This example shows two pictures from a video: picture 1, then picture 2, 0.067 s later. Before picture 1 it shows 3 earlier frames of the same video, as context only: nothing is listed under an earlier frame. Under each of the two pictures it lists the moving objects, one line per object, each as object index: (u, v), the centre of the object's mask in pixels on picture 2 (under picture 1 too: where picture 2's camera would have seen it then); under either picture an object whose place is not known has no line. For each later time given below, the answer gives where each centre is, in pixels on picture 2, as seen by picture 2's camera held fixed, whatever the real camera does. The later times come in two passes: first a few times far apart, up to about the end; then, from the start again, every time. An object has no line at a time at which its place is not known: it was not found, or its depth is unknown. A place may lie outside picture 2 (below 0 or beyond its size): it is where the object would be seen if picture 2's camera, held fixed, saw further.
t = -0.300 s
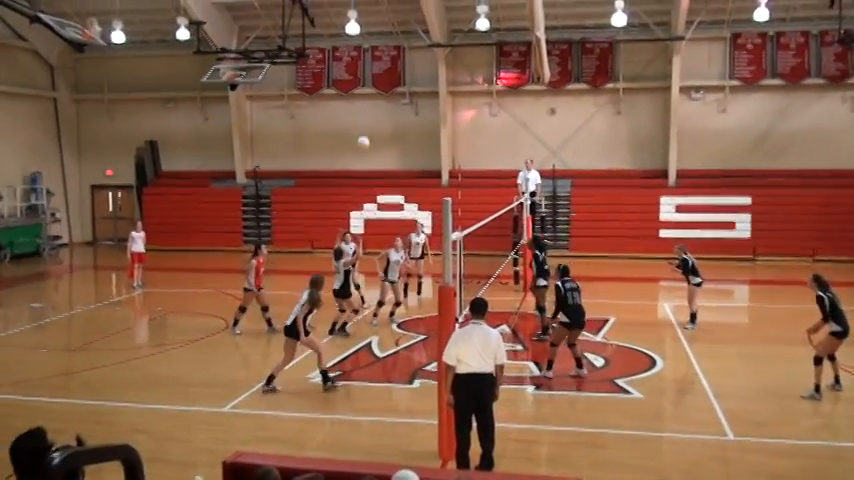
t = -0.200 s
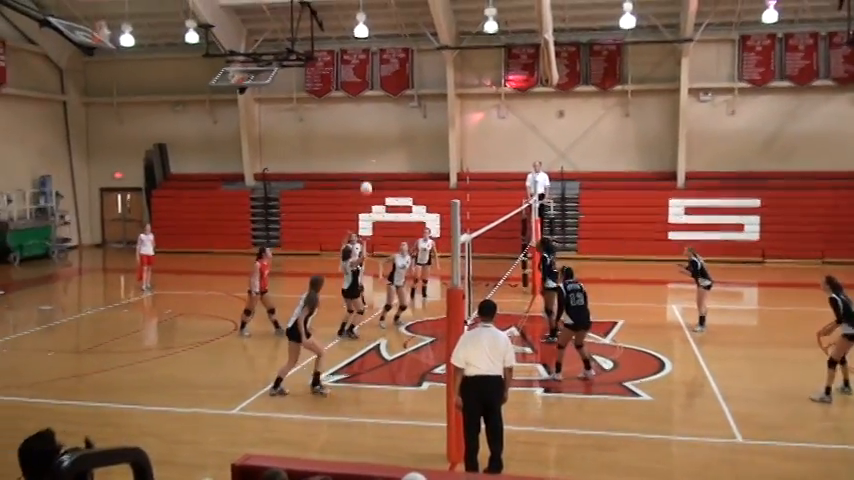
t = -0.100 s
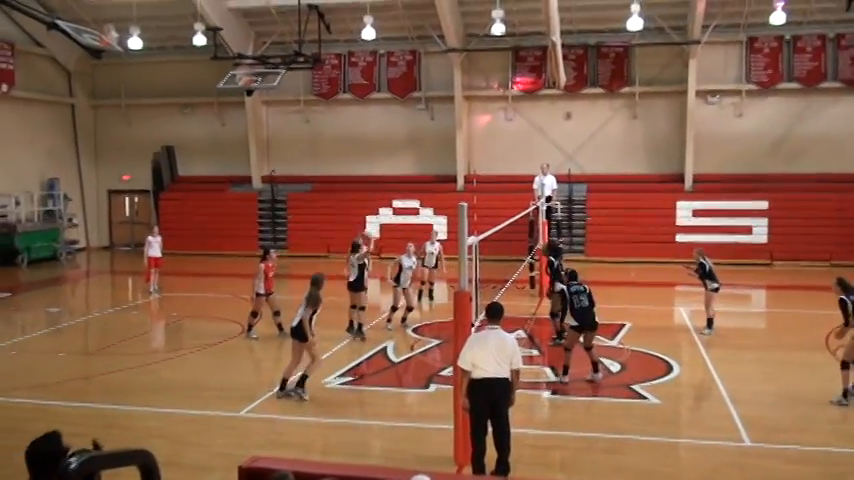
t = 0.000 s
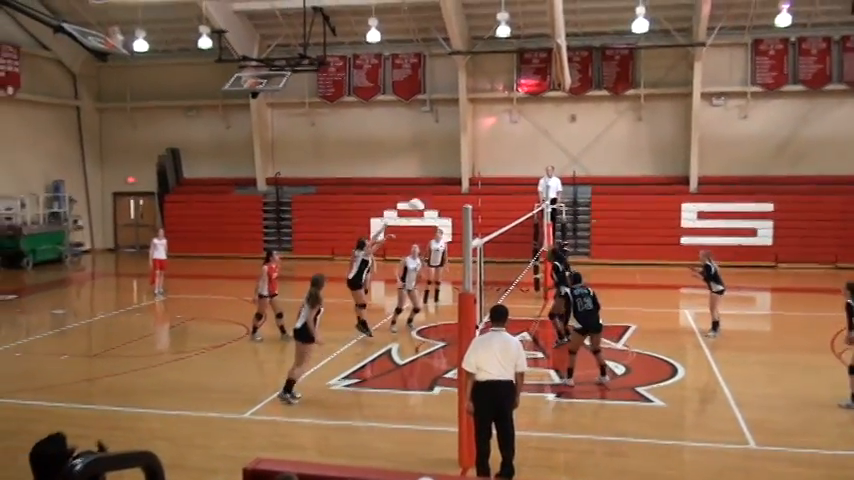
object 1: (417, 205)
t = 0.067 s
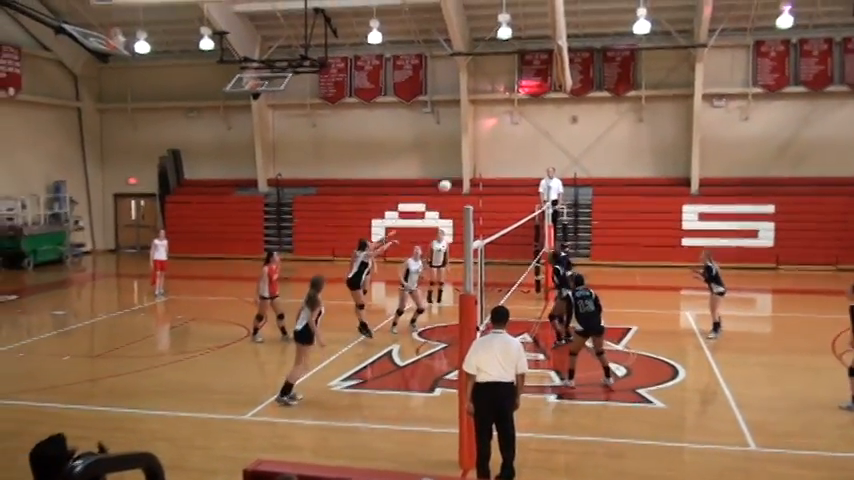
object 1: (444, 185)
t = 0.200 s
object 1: (501, 154)
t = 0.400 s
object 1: (580, 128)
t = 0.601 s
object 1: (652, 123)
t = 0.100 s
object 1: (458, 177)
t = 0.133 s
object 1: (474, 168)
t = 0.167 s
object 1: (487, 161)
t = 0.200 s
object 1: (501, 154)
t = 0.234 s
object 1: (515, 148)
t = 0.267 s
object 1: (528, 143)
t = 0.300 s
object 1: (542, 139)
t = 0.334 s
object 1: (555, 133)
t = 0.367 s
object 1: (568, 131)
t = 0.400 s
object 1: (580, 128)
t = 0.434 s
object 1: (592, 126)
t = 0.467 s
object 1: (605, 125)
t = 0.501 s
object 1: (617, 123)
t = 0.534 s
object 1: (629, 122)
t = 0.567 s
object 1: (640, 122)
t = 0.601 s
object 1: (652, 123)
